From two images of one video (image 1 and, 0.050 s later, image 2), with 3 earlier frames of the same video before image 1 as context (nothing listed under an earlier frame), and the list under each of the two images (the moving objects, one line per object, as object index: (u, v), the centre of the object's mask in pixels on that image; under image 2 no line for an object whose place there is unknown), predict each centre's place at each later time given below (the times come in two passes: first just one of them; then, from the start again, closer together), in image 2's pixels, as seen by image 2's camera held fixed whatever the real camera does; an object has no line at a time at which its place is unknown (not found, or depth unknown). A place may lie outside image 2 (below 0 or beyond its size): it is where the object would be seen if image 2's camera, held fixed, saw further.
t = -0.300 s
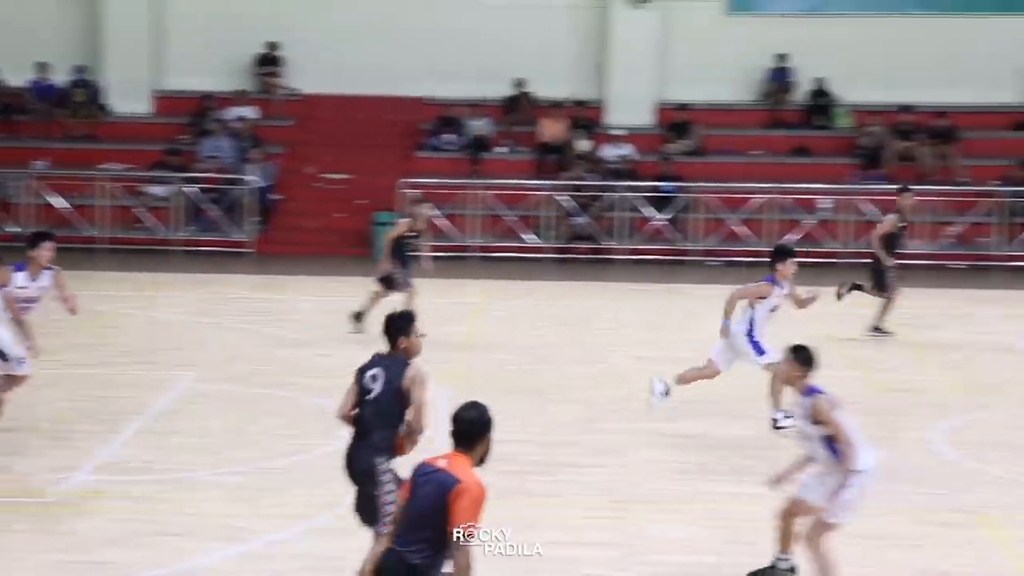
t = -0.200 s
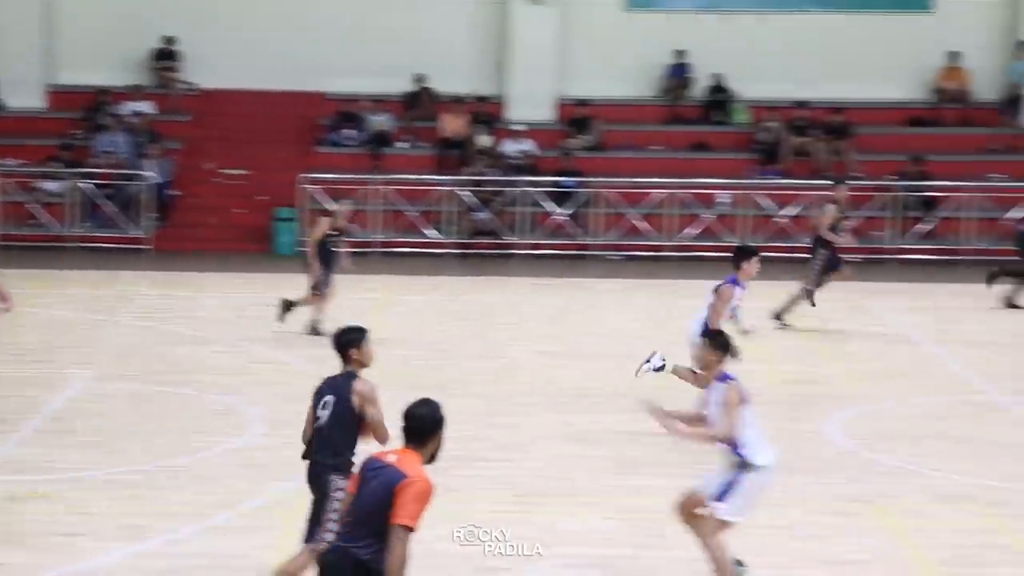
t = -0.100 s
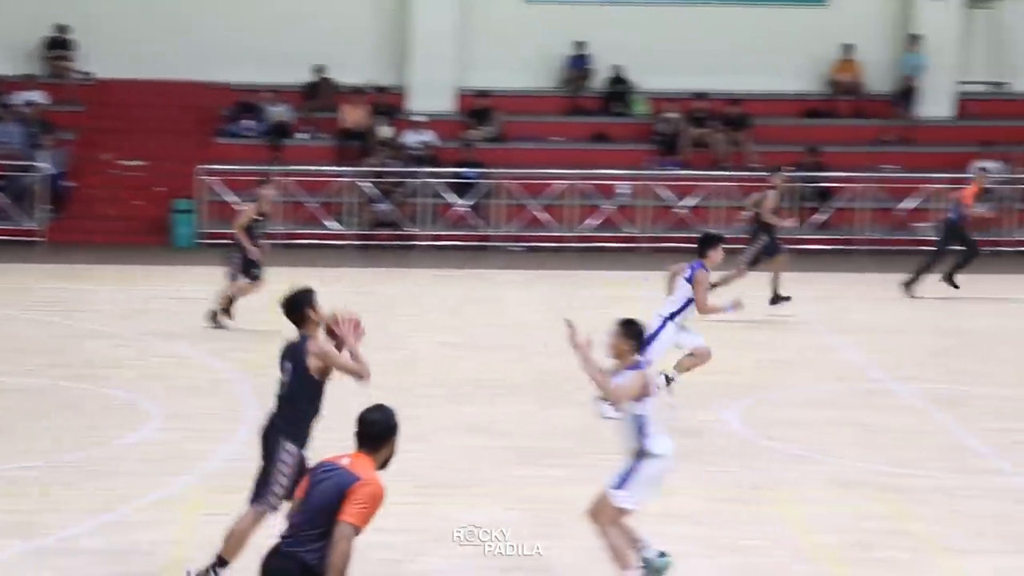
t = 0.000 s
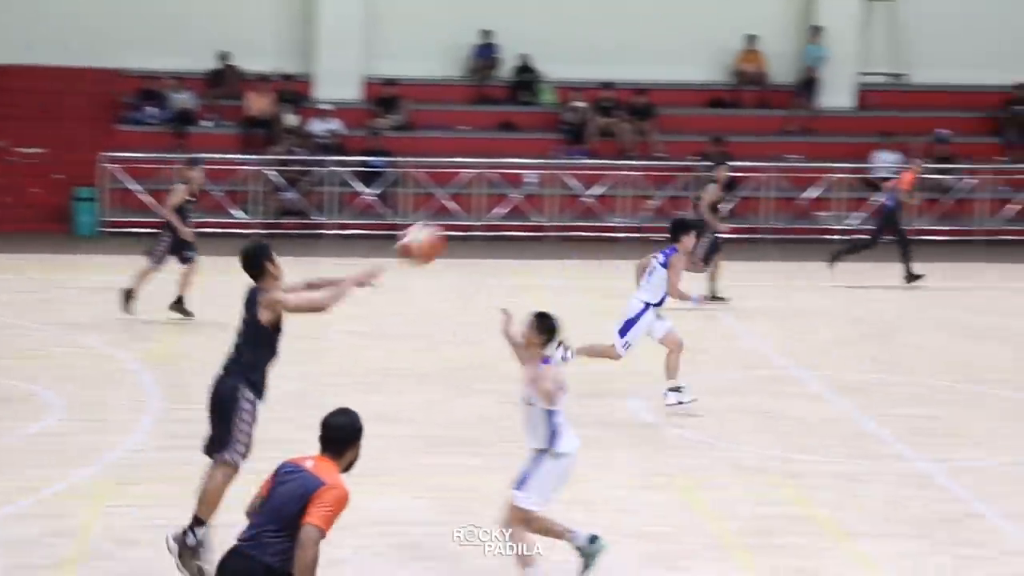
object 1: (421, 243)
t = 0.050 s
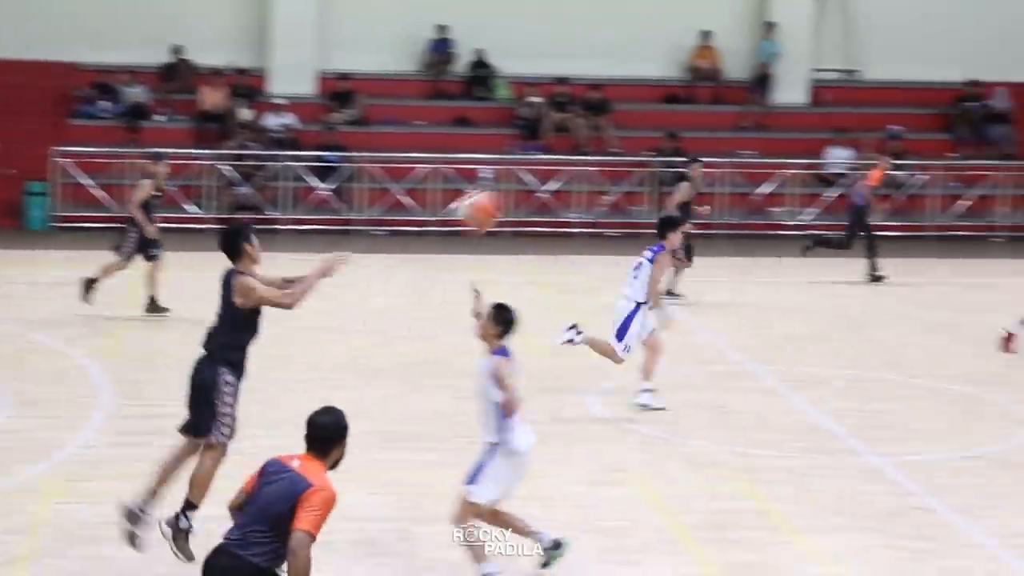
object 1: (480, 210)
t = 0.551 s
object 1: (1504, 153)
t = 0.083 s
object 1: (544, 193)
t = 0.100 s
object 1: (576, 183)
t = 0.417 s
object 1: (1207, 129)
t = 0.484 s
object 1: (1352, 137)
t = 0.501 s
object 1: (1389, 139)
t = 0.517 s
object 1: (1427, 144)
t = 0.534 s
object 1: (1465, 148)
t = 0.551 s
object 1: (1504, 153)
